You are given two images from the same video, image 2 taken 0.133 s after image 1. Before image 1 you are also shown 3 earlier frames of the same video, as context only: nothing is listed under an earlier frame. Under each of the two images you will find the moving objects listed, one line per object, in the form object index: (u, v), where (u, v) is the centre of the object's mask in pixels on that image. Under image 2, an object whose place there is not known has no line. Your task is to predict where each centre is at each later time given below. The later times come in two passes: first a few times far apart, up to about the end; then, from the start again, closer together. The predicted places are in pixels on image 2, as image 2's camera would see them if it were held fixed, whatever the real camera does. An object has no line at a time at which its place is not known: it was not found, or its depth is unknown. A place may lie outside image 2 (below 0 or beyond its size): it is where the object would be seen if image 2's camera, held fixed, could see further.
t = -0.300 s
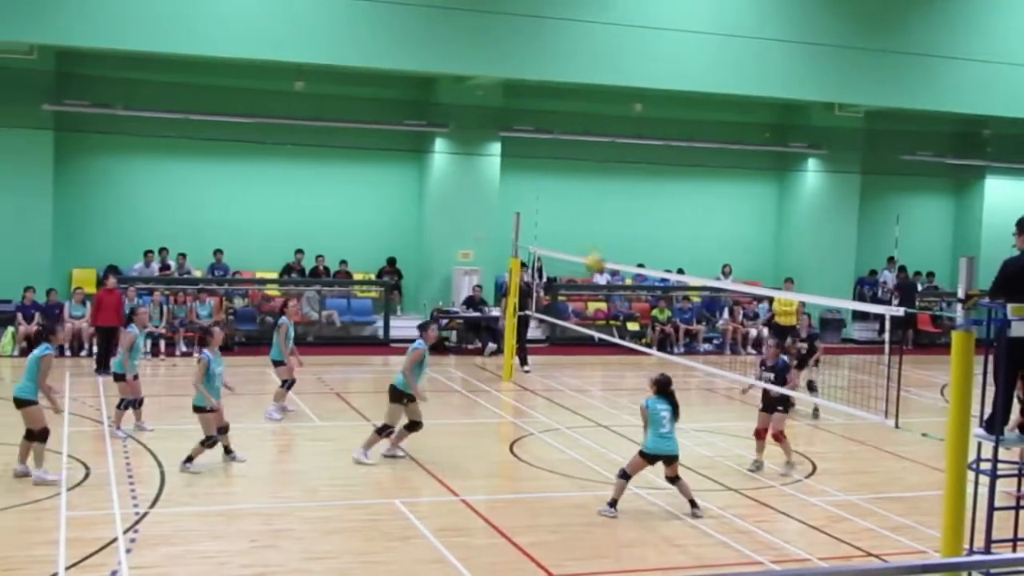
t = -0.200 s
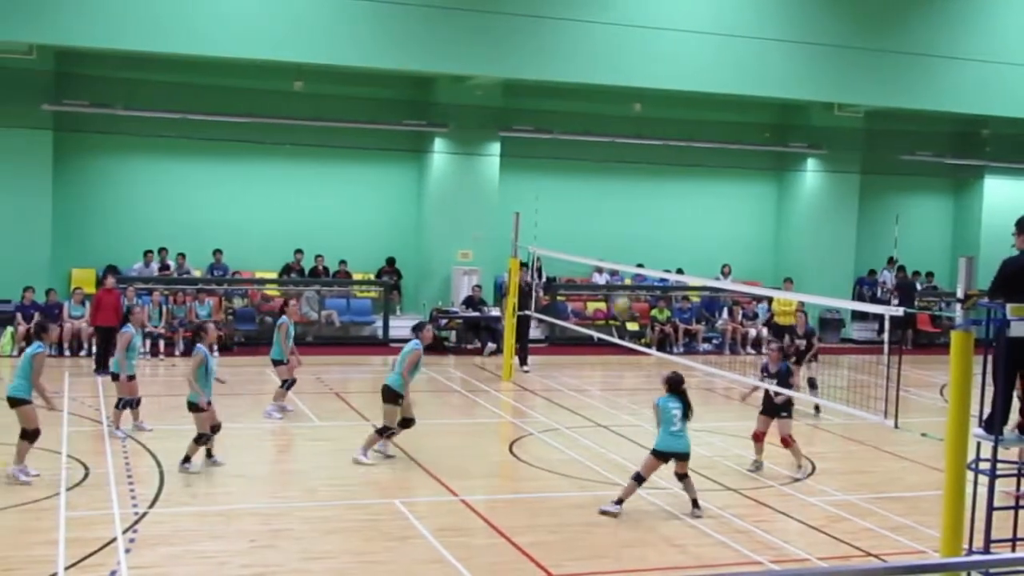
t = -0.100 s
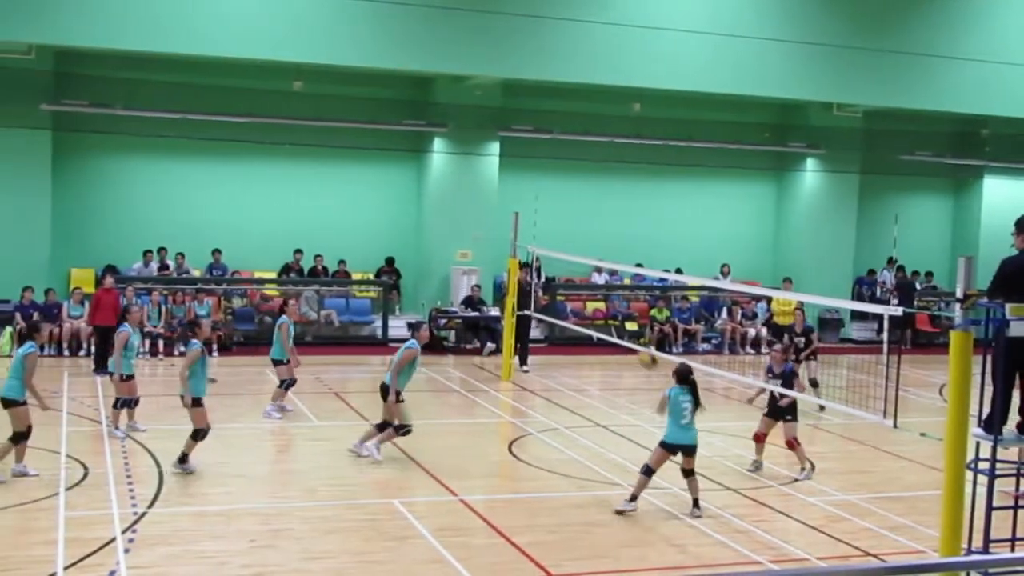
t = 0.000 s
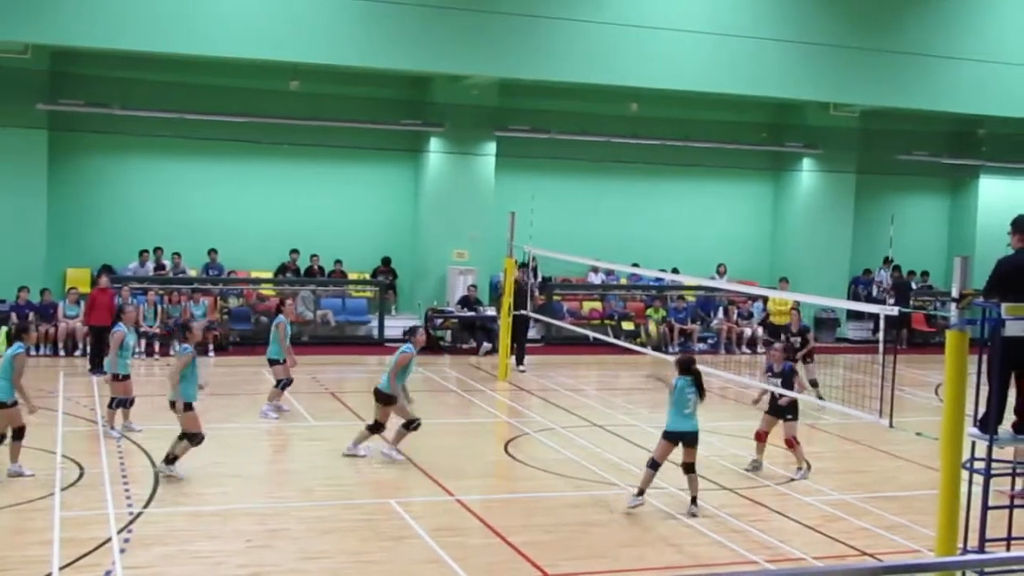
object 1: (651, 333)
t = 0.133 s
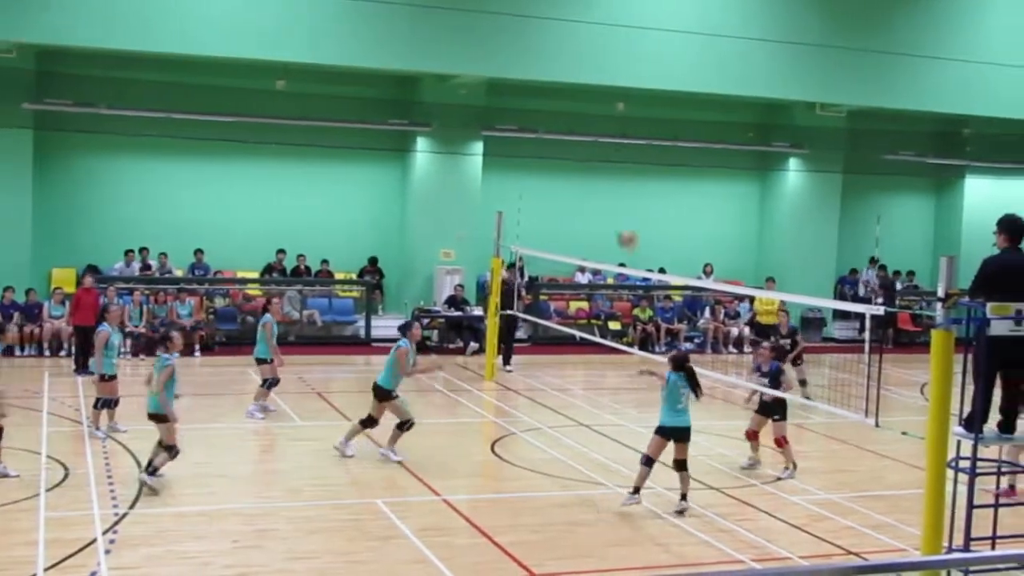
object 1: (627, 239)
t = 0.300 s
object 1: (612, 149)
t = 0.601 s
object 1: (583, 61)
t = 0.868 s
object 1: (554, 56)
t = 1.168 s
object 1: (519, 132)
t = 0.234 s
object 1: (617, 180)
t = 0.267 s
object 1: (616, 163)
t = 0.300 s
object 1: (612, 149)
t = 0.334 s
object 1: (609, 133)
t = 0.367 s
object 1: (606, 118)
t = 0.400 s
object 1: (602, 108)
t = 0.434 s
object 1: (600, 97)
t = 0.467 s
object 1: (597, 88)
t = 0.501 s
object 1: (595, 78)
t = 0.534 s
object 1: (590, 72)
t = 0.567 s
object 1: (587, 65)
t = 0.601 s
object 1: (583, 61)
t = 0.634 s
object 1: (580, 57)
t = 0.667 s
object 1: (577, 53)
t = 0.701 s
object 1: (572, 51)
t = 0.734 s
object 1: (569, 50)
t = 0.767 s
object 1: (566, 50)
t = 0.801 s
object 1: (562, 51)
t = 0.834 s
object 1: (558, 54)
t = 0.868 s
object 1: (554, 56)
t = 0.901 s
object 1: (550, 60)
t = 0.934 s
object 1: (547, 65)
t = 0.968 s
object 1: (543, 72)
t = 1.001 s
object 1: (539, 80)
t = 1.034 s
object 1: (535, 88)
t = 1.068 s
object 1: (530, 96)
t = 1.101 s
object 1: (525, 108)
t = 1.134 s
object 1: (521, 120)
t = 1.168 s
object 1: (519, 132)
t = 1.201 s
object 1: (516, 146)
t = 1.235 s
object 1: (511, 160)
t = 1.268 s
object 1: (506, 177)
